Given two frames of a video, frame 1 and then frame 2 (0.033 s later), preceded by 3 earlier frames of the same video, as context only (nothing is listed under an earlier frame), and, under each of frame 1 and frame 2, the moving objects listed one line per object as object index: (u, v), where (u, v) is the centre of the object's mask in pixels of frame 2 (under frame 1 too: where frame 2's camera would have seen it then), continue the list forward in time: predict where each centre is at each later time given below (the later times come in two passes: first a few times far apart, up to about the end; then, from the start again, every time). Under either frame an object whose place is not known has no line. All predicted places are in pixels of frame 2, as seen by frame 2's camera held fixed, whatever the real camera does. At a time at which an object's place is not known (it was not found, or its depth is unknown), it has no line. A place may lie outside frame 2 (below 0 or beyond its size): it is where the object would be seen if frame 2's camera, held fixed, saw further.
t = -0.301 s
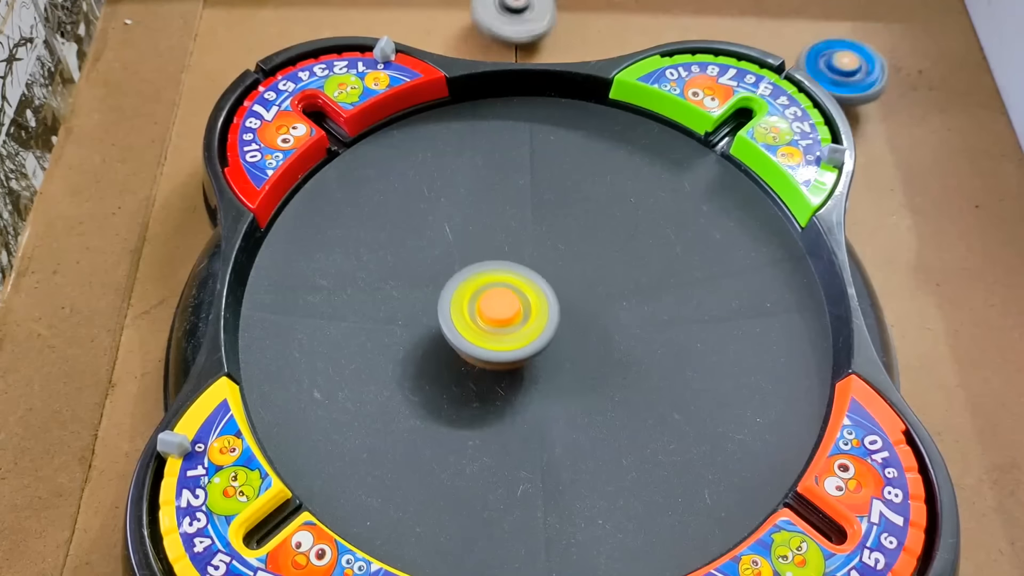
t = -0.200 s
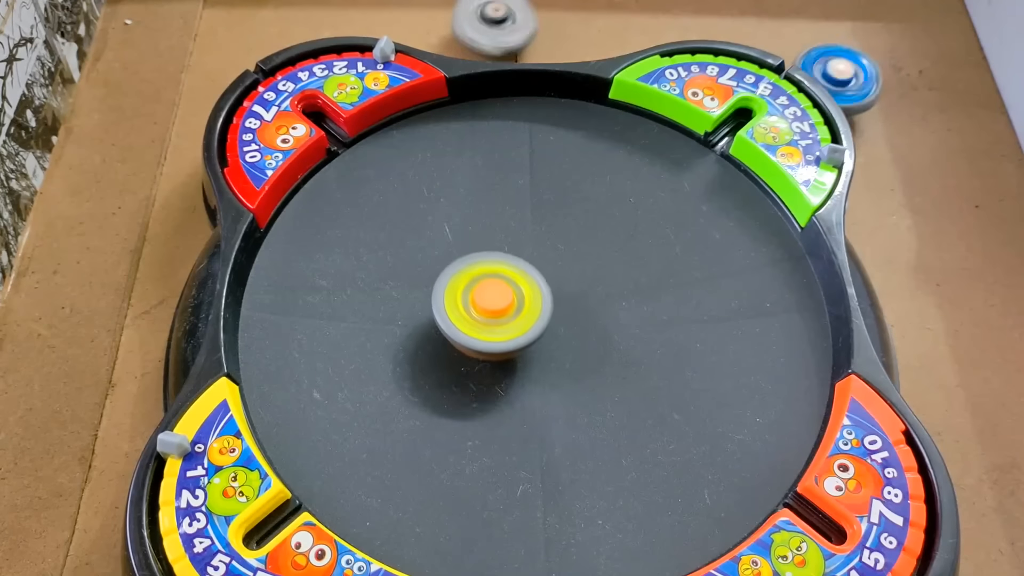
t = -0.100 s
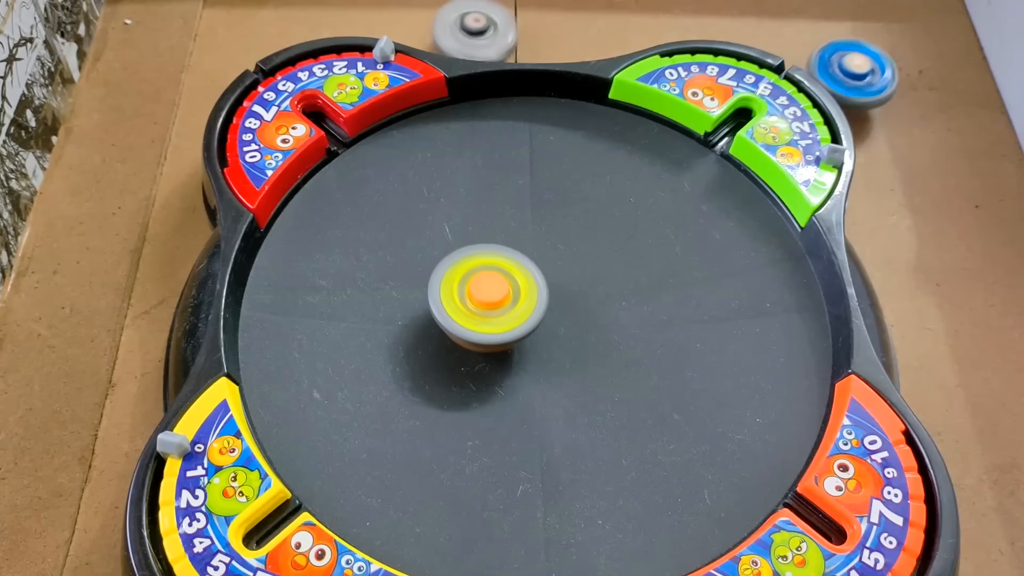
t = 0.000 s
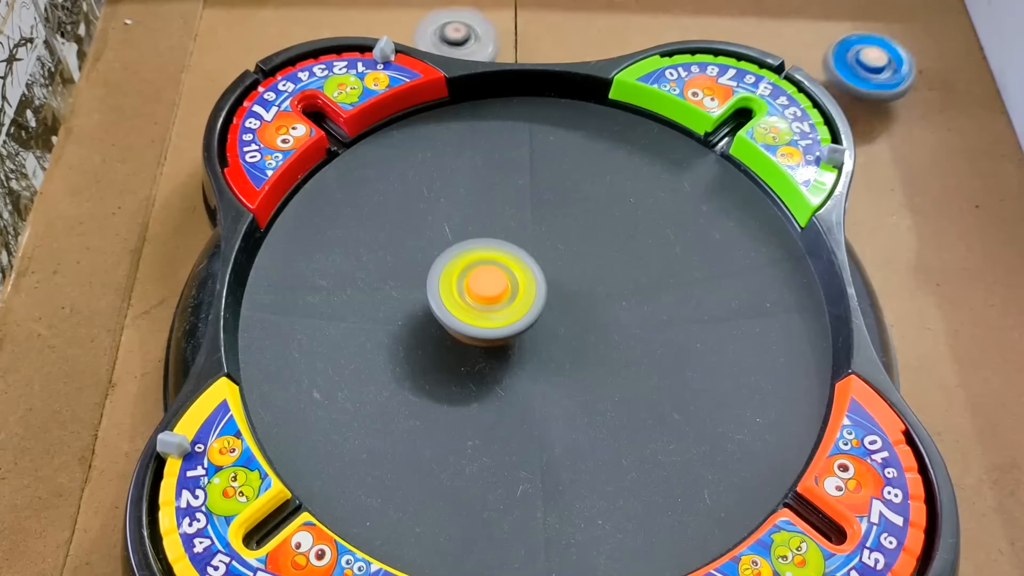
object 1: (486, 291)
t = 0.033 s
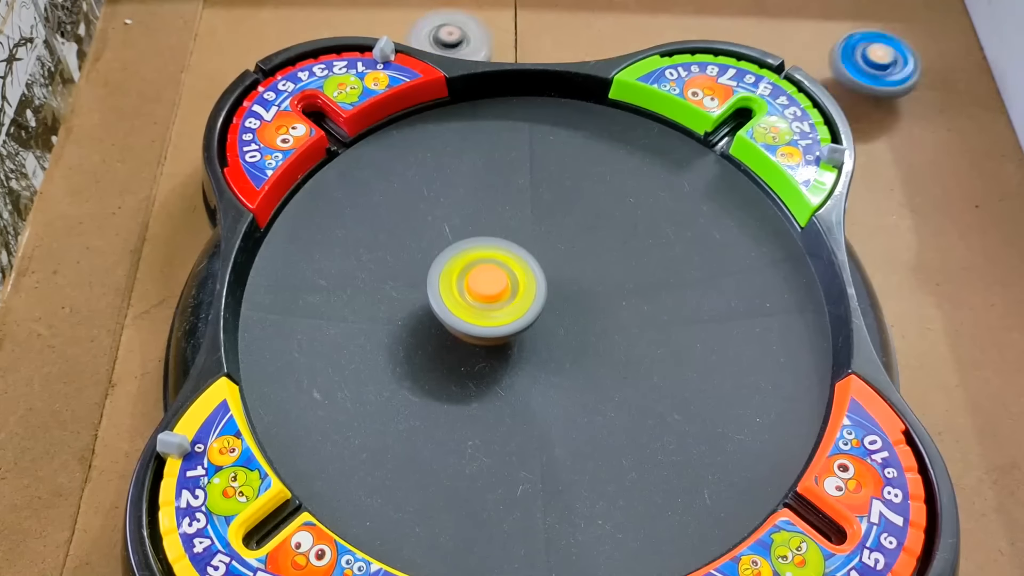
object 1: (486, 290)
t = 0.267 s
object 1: (495, 280)
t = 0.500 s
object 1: (512, 274)
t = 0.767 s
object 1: (537, 272)
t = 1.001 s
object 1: (560, 275)
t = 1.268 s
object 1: (579, 284)
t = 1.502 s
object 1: (587, 293)
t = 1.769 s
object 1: (588, 307)
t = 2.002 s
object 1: (575, 321)
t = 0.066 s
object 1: (488, 287)
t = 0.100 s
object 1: (488, 286)
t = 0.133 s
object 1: (489, 285)
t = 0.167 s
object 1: (490, 284)
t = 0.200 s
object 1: (491, 283)
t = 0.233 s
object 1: (493, 281)
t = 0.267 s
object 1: (495, 280)
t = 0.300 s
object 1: (498, 279)
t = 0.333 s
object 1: (500, 278)
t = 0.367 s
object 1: (503, 277)
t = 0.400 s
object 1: (505, 276)
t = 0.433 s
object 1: (507, 275)
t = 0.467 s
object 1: (510, 275)
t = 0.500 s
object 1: (512, 274)
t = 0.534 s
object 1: (515, 274)
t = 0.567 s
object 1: (518, 273)
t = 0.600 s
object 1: (521, 273)
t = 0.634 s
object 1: (524, 273)
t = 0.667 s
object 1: (527, 273)
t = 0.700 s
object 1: (530, 273)
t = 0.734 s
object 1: (534, 273)
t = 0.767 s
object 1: (537, 272)
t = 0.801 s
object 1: (540, 272)
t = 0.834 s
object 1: (544, 272)
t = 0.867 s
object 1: (547, 273)
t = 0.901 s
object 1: (551, 273)
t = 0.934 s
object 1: (554, 274)
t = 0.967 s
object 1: (557, 274)
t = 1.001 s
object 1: (560, 275)
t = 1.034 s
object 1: (563, 276)
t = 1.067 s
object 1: (565, 277)
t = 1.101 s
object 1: (568, 278)
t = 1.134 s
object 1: (570, 279)
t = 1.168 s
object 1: (573, 280)
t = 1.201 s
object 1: (575, 281)
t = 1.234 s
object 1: (577, 282)
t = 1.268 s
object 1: (579, 284)
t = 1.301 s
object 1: (581, 285)
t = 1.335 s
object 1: (582, 286)
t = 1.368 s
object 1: (583, 287)
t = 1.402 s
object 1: (585, 288)
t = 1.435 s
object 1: (586, 290)
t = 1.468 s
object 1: (587, 292)
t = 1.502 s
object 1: (587, 293)
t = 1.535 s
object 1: (588, 295)
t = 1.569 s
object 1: (588, 297)
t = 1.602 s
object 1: (588, 299)
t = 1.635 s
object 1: (589, 300)
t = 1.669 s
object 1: (588, 302)
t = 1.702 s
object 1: (588, 304)
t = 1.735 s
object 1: (588, 306)
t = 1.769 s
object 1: (588, 307)
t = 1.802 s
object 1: (586, 309)
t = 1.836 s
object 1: (585, 311)
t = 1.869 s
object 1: (584, 313)
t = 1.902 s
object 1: (583, 315)
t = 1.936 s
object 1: (580, 317)
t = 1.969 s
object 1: (578, 319)
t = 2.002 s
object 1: (575, 321)
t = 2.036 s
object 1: (573, 323)
